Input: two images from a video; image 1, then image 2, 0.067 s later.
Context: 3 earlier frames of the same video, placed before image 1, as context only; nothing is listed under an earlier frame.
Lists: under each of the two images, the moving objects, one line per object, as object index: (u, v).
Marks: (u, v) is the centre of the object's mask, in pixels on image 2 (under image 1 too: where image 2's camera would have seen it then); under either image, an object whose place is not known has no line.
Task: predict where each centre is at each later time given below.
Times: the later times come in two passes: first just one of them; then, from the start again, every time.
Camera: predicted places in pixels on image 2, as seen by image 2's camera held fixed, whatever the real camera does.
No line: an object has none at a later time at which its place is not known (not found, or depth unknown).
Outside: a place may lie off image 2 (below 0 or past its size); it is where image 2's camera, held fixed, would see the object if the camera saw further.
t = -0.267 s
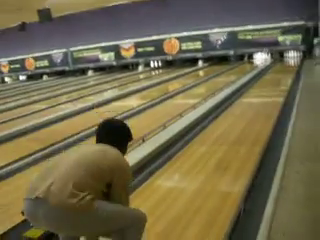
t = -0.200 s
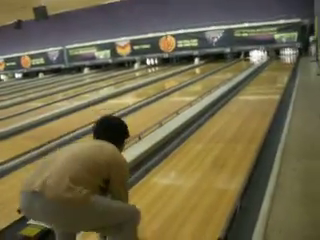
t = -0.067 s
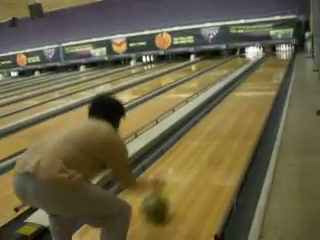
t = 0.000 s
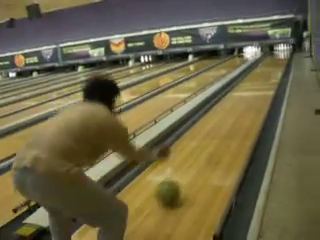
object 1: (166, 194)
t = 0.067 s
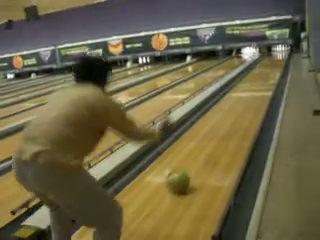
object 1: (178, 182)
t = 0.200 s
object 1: (198, 160)
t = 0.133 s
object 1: (189, 169)
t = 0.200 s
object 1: (198, 160)
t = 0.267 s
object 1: (206, 151)
